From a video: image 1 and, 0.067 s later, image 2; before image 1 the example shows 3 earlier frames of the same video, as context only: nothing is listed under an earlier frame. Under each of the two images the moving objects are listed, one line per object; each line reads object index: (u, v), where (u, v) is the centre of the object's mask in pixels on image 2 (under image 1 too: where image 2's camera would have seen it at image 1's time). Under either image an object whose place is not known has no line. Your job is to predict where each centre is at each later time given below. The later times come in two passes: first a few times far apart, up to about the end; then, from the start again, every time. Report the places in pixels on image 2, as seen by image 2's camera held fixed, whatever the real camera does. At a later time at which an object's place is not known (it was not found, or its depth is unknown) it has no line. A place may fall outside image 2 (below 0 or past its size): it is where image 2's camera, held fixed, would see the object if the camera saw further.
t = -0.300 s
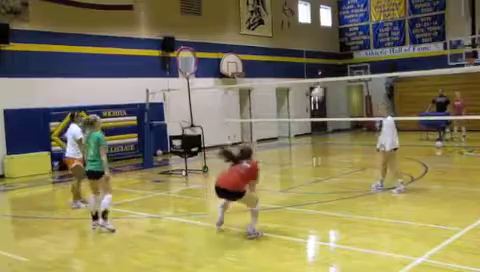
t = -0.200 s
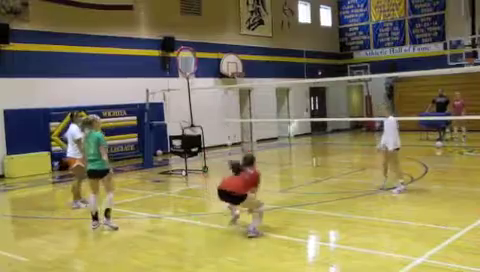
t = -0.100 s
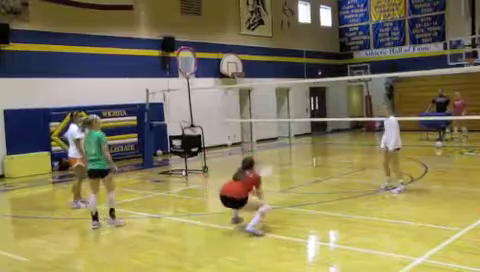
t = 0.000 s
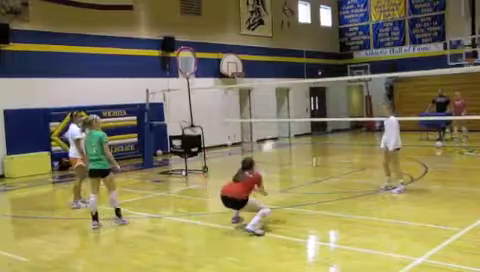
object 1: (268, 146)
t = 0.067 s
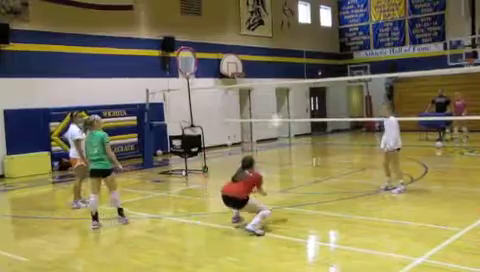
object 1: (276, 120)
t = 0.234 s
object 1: (291, 70)
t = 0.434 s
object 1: (308, 35)
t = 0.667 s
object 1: (327, 24)
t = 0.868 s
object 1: (345, 37)
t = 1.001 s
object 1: (355, 55)
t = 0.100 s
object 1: (278, 107)
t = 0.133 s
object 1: (282, 97)
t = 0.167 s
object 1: (283, 89)
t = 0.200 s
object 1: (288, 75)
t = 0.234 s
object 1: (291, 70)
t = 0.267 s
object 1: (294, 63)
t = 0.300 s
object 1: (297, 55)
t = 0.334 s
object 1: (300, 49)
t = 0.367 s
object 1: (303, 43)
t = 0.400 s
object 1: (306, 38)
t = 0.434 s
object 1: (308, 35)
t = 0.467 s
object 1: (311, 31)
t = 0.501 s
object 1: (314, 28)
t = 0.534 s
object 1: (316, 26)
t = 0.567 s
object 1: (320, 25)
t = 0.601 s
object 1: (322, 24)
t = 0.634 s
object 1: (325, 25)
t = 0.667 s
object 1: (327, 24)
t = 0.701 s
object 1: (331, 24)
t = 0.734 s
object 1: (334, 25)
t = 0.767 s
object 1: (336, 27)
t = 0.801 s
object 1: (339, 30)
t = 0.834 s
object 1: (342, 33)
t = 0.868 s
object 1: (345, 37)
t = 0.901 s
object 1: (347, 41)
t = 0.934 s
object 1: (350, 45)
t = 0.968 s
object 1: (352, 50)
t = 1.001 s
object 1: (355, 55)
